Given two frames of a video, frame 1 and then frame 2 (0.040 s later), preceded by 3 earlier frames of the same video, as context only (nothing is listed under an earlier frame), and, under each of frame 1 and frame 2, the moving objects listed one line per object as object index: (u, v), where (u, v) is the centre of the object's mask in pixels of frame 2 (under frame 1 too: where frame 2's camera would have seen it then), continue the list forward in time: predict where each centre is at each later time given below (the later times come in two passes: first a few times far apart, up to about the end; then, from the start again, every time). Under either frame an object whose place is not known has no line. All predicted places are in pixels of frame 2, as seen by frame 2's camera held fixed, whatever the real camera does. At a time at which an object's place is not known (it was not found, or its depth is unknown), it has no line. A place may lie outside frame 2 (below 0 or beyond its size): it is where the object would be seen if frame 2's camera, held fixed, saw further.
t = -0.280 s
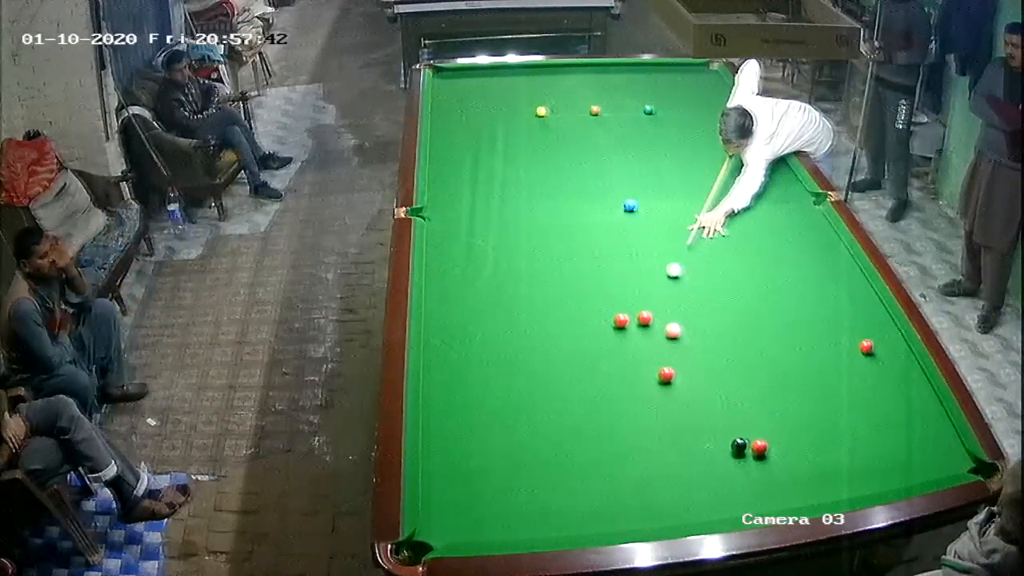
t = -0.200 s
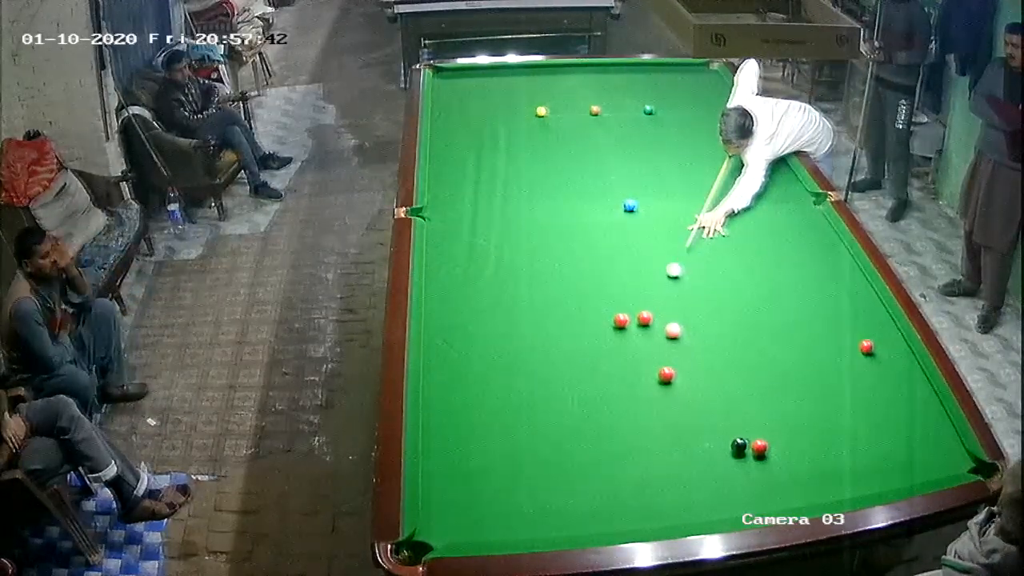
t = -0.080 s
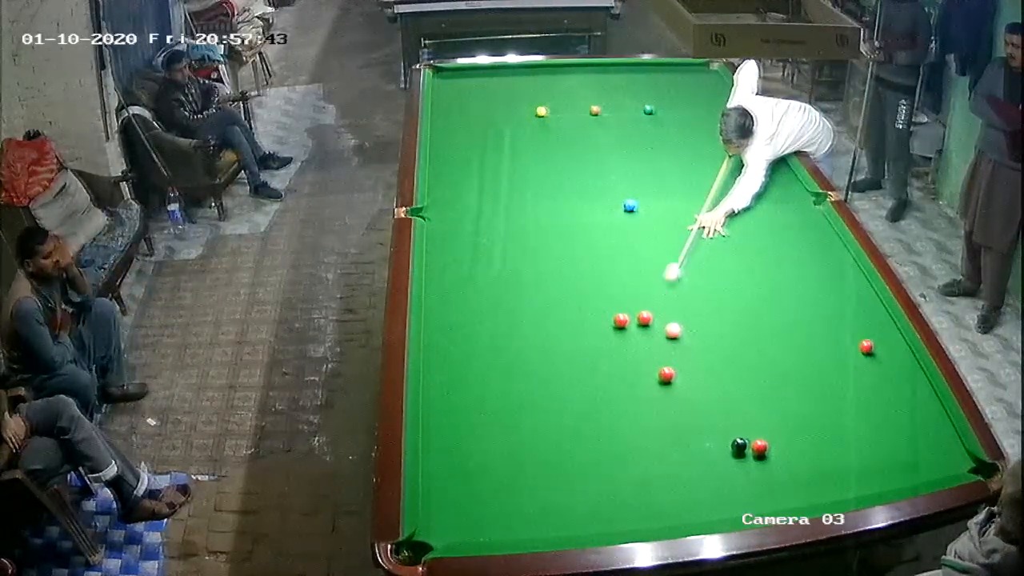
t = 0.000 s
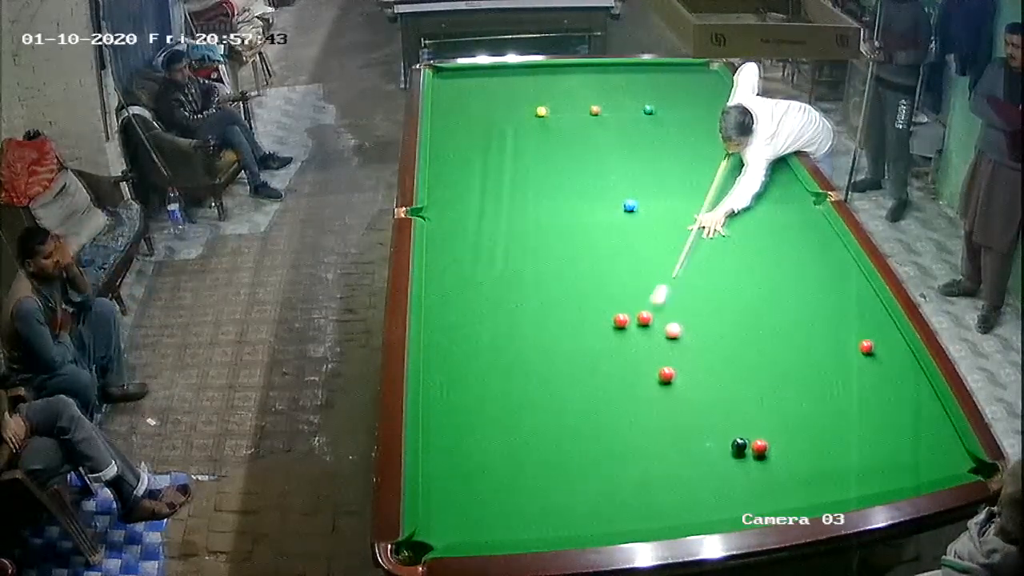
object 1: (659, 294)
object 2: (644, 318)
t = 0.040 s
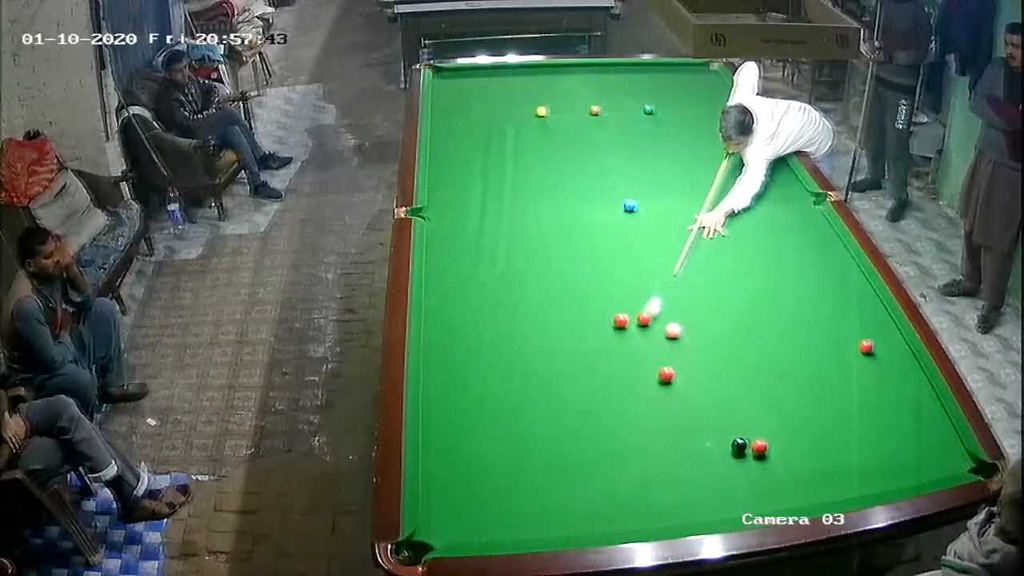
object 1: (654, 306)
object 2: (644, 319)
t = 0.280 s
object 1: (666, 310)
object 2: (592, 375)
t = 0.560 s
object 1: (681, 308)
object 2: (525, 446)
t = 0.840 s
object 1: (695, 306)
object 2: (448, 524)
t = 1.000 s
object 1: (701, 305)
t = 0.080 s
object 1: (654, 311)
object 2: (636, 326)
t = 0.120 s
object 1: (656, 312)
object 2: (628, 336)
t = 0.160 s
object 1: (658, 311)
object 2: (618, 347)
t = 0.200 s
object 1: (661, 311)
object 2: (609, 356)
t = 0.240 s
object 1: (663, 311)
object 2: (600, 366)
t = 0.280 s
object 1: (666, 310)
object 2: (592, 375)
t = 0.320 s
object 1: (668, 310)
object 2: (583, 385)
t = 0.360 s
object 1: (670, 309)
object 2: (574, 395)
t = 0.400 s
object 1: (672, 309)
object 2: (565, 404)
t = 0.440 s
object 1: (675, 309)
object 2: (555, 415)
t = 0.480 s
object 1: (677, 308)
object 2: (545, 425)
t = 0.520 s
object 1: (679, 308)
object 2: (535, 435)
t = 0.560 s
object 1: (681, 308)
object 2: (525, 446)
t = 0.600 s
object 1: (683, 307)
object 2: (515, 456)
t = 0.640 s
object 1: (685, 307)
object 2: (504, 468)
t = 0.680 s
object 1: (687, 307)
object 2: (493, 479)
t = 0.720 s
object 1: (689, 307)
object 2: (482, 489)
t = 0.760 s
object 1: (691, 307)
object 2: (471, 501)
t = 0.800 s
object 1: (694, 306)
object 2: (460, 513)
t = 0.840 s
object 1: (695, 306)
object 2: (448, 524)
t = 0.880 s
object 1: (697, 306)
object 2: (437, 535)
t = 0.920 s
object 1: (698, 306)
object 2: (424, 547)
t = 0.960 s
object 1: (700, 305)
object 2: (415, 559)
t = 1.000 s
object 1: (701, 305)
